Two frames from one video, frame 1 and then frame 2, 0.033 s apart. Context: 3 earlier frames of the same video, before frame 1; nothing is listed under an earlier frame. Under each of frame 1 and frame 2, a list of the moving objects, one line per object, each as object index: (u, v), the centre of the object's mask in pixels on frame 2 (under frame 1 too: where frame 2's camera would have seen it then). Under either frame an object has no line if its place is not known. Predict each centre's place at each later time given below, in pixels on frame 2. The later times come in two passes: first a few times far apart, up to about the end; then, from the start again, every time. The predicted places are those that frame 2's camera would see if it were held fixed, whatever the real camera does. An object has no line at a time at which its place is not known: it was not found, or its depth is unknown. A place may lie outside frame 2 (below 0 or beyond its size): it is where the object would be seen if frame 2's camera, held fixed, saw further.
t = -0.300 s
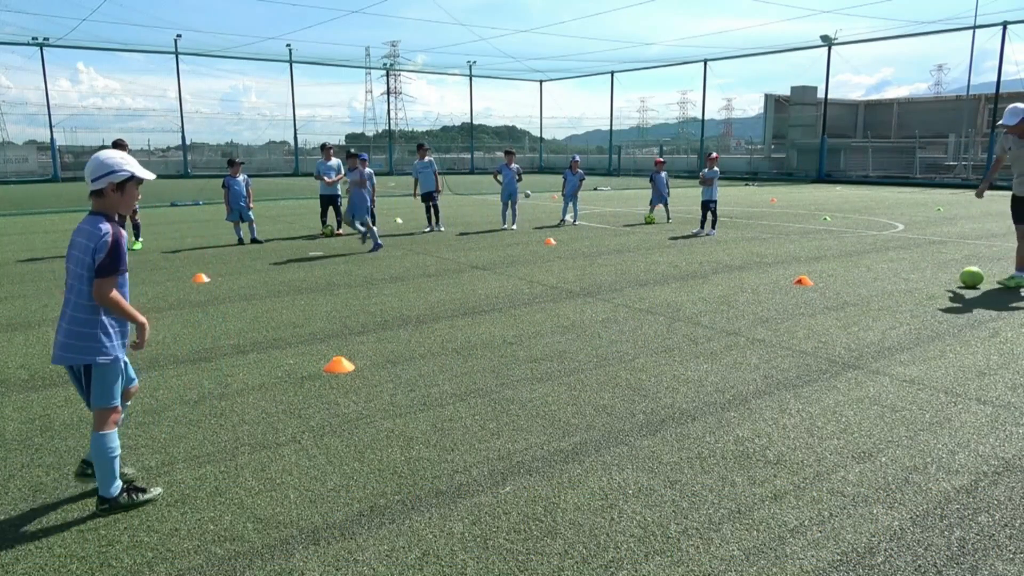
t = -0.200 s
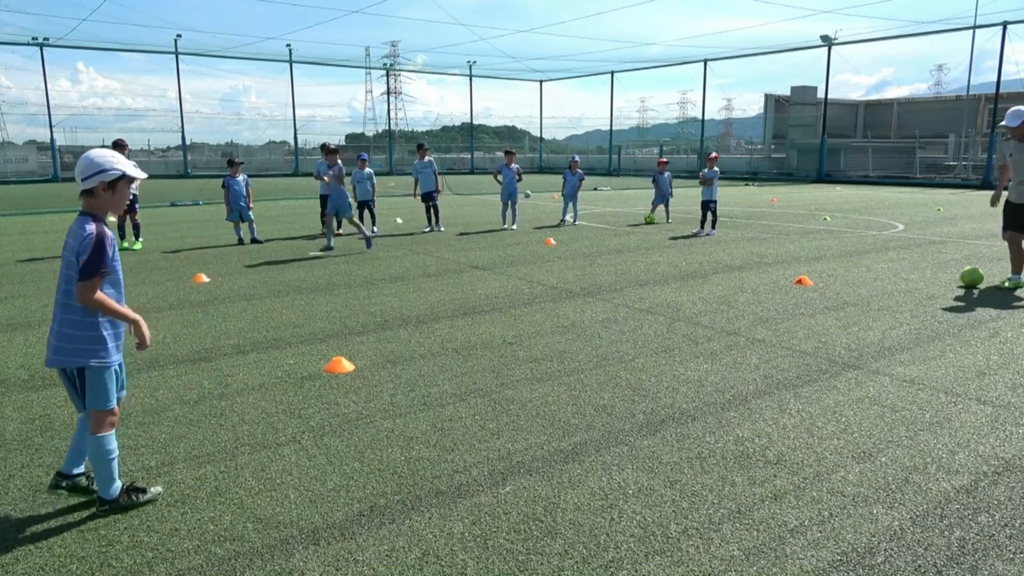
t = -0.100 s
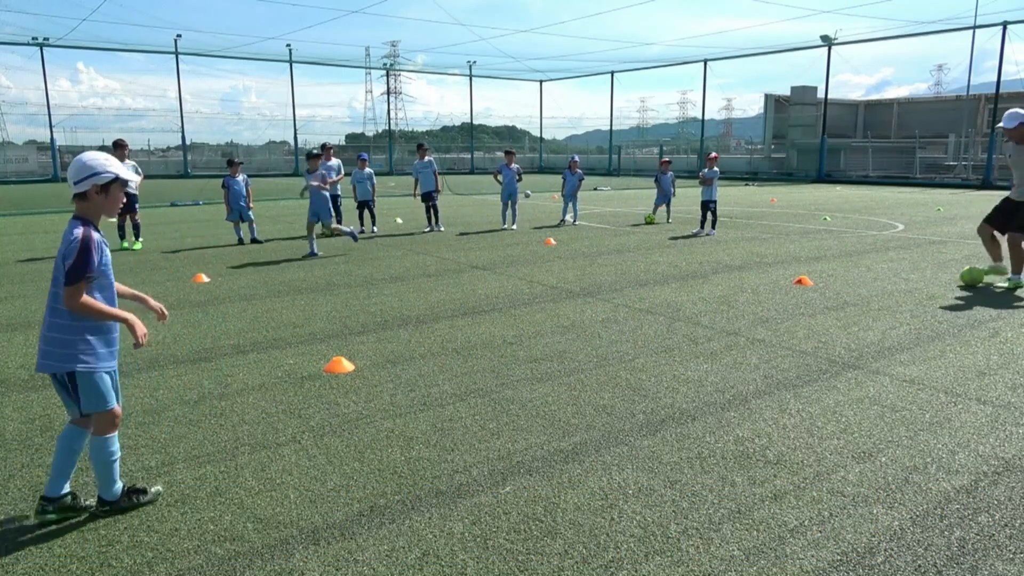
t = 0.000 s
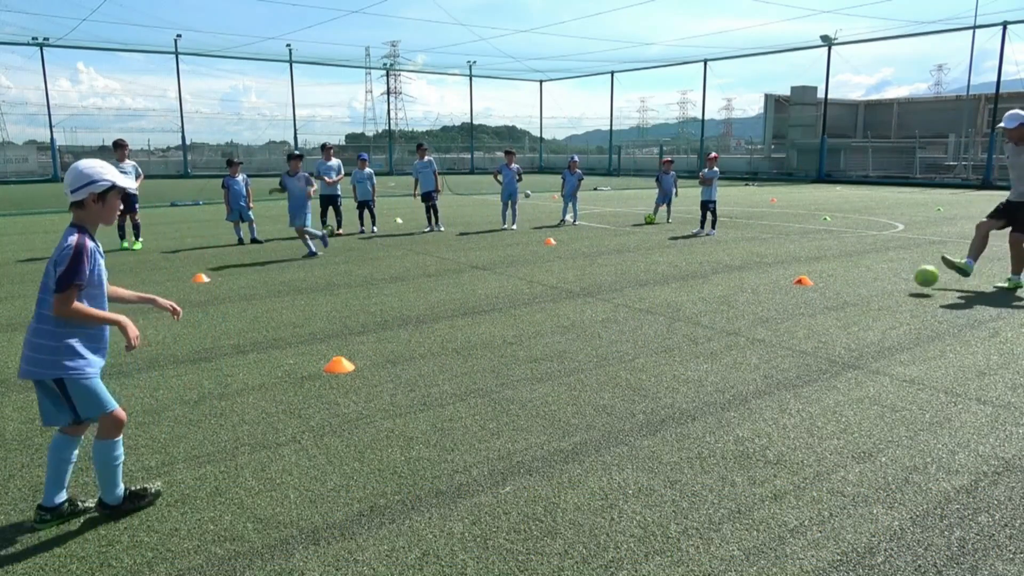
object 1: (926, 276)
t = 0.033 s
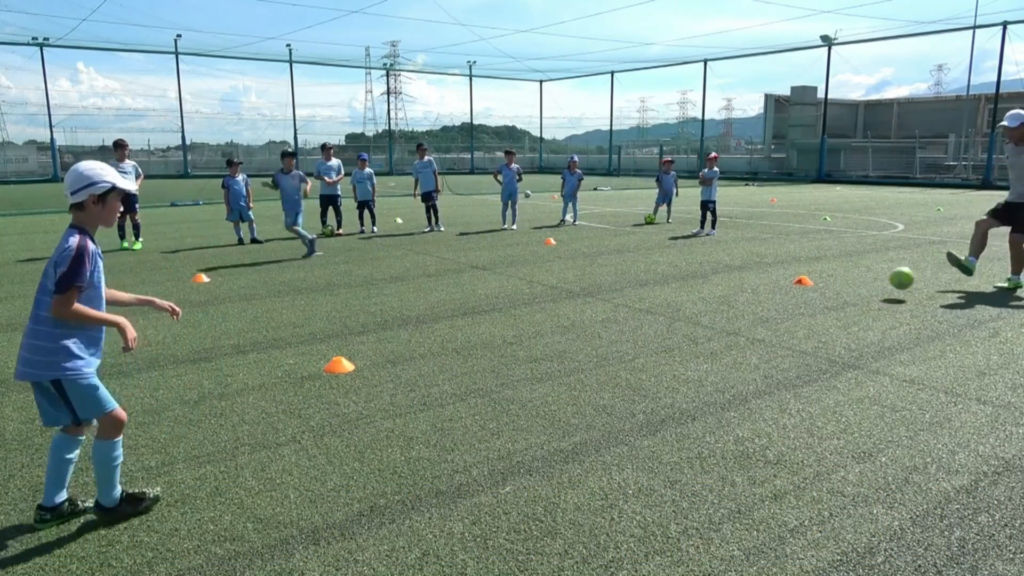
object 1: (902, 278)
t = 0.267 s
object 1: (684, 330)
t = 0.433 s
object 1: (462, 376)
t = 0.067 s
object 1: (876, 282)
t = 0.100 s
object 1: (848, 286)
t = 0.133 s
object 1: (819, 293)
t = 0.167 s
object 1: (788, 302)
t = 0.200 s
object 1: (754, 312)
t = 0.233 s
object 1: (720, 325)
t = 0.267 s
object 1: (684, 330)
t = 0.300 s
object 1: (646, 335)
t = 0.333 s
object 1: (605, 343)
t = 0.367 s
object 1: (561, 354)
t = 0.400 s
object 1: (513, 367)
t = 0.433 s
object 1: (462, 376)
